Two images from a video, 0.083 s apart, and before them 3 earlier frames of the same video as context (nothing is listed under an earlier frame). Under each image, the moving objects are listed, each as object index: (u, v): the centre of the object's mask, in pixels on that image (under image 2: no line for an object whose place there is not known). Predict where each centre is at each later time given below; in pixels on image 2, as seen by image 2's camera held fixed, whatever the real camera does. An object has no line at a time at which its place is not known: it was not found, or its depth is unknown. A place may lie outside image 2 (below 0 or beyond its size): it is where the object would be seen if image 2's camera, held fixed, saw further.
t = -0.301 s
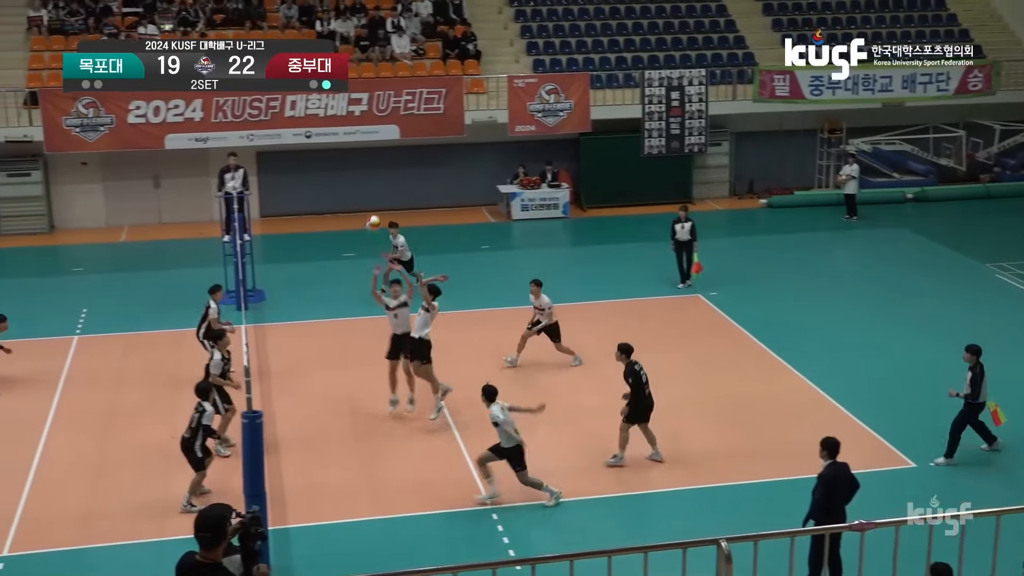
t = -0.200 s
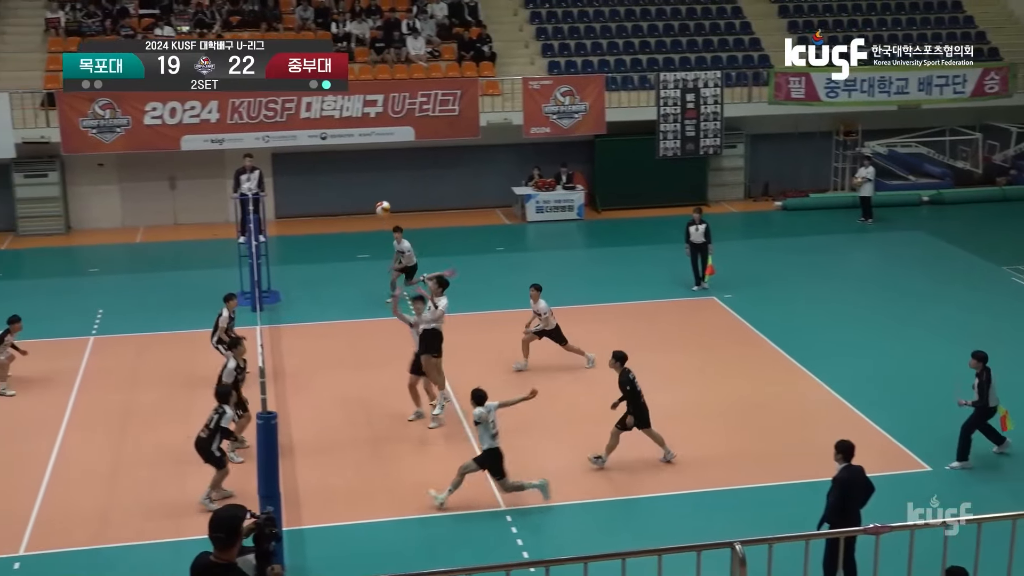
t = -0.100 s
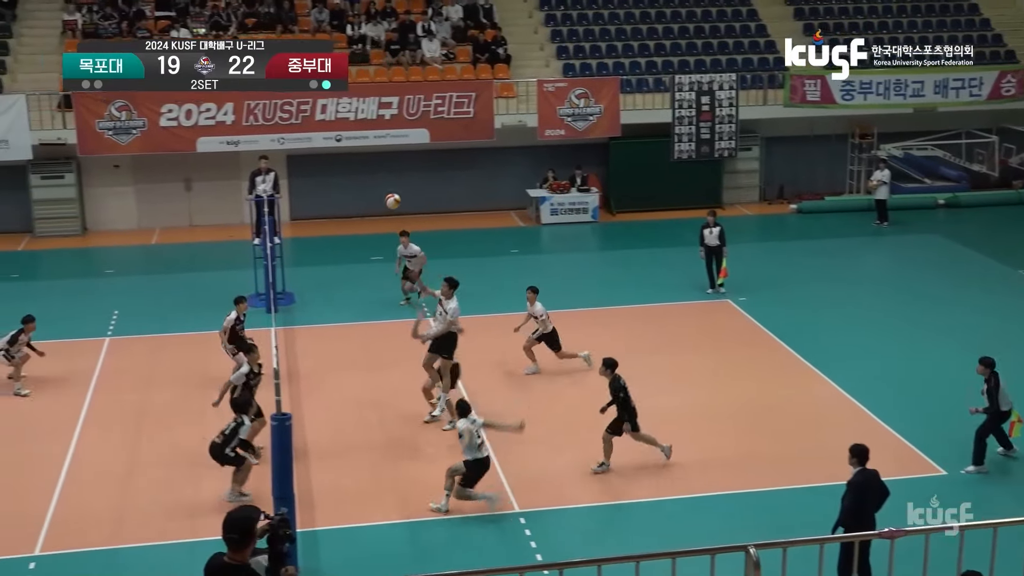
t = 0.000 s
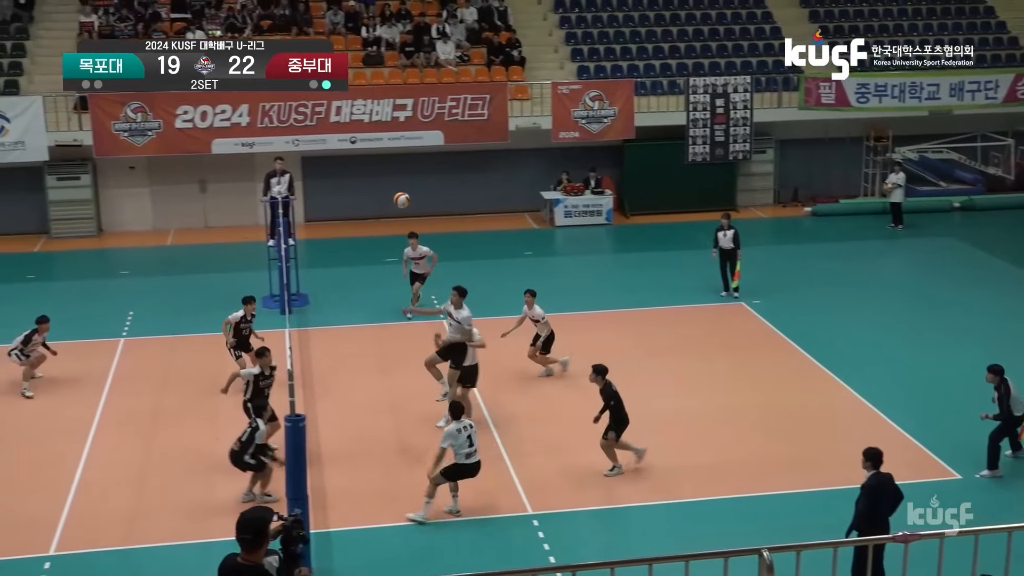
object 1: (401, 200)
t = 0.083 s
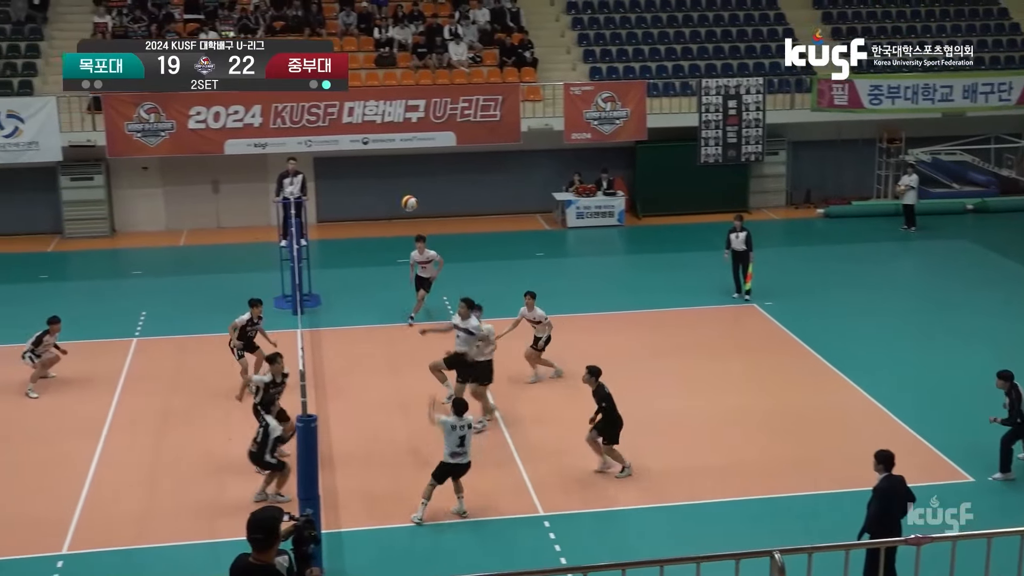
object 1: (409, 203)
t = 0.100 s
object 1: (408, 204)
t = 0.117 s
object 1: (408, 206)
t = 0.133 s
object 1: (407, 207)
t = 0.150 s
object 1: (407, 209)
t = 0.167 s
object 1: (406, 210)
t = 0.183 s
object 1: (405, 212)
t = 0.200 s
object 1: (404, 215)
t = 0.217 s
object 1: (403, 216)
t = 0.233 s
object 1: (403, 219)
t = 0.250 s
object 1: (402, 222)
